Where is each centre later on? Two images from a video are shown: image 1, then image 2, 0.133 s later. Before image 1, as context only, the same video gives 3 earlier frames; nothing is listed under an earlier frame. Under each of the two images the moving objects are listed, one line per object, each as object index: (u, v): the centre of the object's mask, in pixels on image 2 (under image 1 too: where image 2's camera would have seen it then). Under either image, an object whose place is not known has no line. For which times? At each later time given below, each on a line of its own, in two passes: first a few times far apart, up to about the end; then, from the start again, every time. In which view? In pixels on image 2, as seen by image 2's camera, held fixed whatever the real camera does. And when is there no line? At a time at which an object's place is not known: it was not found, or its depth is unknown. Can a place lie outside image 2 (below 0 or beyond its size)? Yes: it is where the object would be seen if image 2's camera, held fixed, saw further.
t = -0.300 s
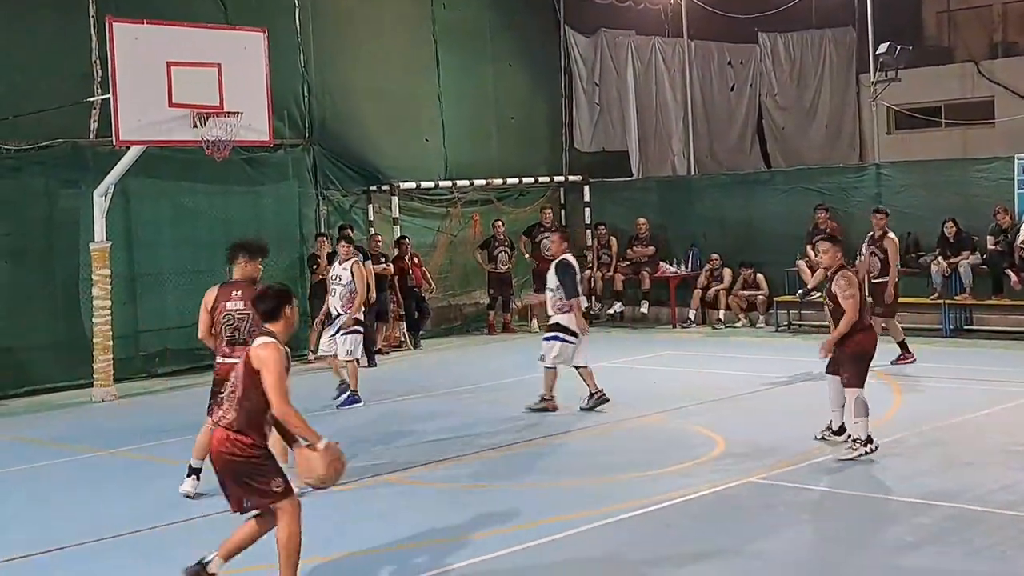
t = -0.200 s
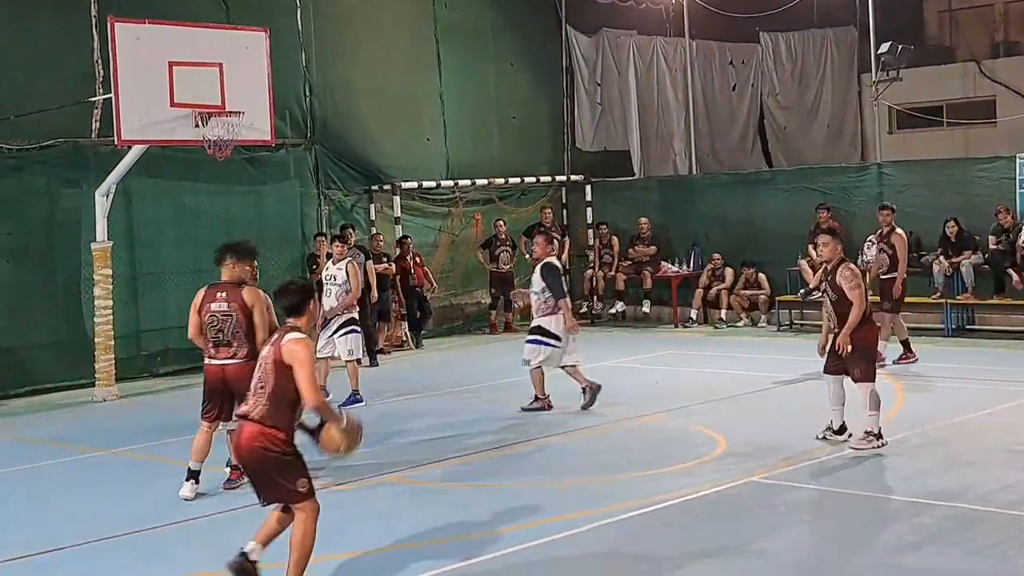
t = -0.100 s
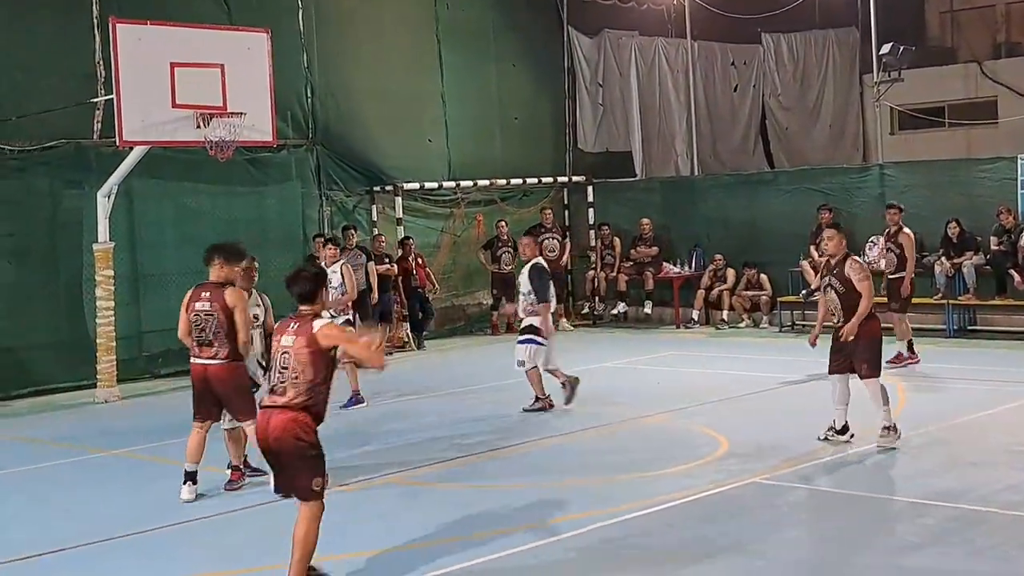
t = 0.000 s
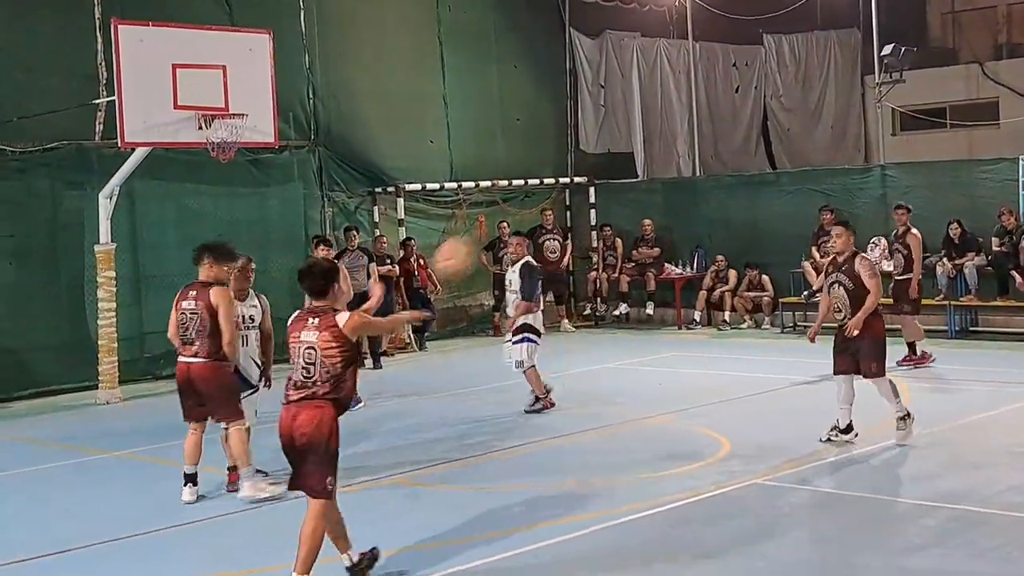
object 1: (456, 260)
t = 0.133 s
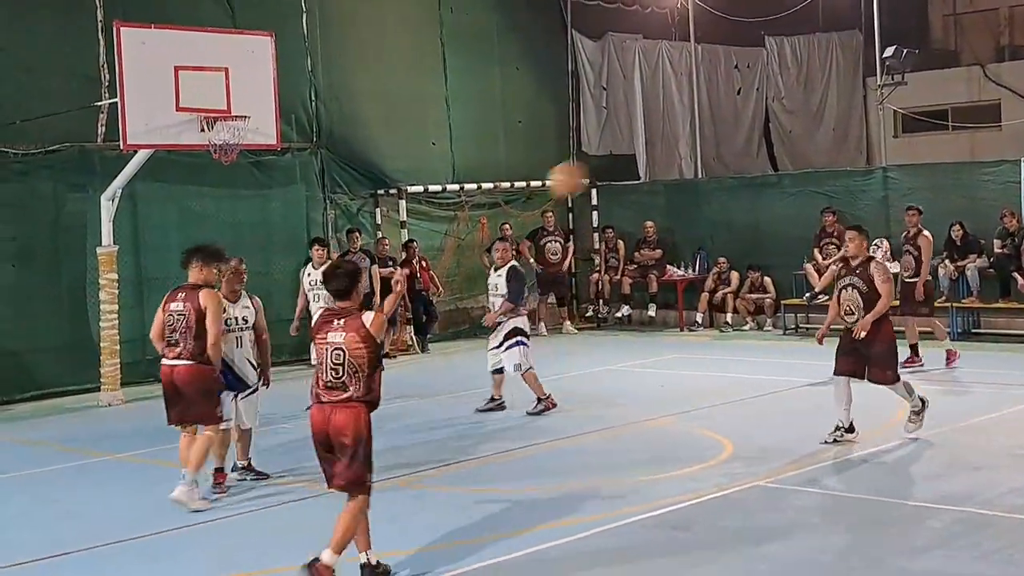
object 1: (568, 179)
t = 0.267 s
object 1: (655, 137)
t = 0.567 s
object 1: (804, 126)
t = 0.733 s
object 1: (868, 157)
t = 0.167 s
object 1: (593, 165)
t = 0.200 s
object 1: (613, 155)
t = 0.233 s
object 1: (633, 145)
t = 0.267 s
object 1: (655, 137)
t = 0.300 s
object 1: (676, 130)
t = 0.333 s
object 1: (695, 124)
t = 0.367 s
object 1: (713, 122)
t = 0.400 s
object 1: (730, 119)
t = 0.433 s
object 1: (745, 118)
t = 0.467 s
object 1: (762, 120)
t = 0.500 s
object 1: (777, 121)
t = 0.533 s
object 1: (790, 123)
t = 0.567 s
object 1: (804, 126)
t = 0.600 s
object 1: (819, 130)
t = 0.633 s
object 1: (831, 136)
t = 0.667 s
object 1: (845, 141)
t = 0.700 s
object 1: (857, 151)
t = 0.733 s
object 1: (868, 157)
